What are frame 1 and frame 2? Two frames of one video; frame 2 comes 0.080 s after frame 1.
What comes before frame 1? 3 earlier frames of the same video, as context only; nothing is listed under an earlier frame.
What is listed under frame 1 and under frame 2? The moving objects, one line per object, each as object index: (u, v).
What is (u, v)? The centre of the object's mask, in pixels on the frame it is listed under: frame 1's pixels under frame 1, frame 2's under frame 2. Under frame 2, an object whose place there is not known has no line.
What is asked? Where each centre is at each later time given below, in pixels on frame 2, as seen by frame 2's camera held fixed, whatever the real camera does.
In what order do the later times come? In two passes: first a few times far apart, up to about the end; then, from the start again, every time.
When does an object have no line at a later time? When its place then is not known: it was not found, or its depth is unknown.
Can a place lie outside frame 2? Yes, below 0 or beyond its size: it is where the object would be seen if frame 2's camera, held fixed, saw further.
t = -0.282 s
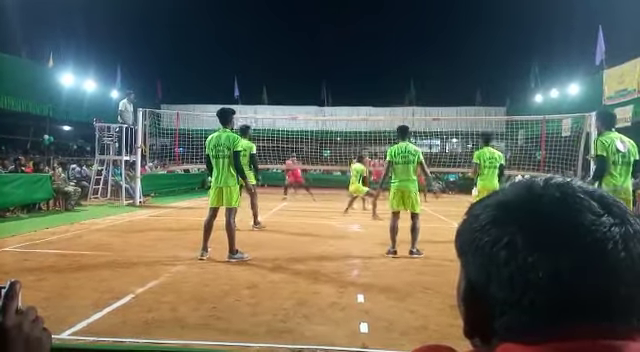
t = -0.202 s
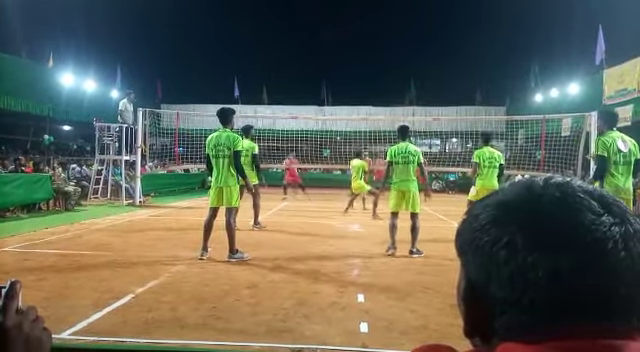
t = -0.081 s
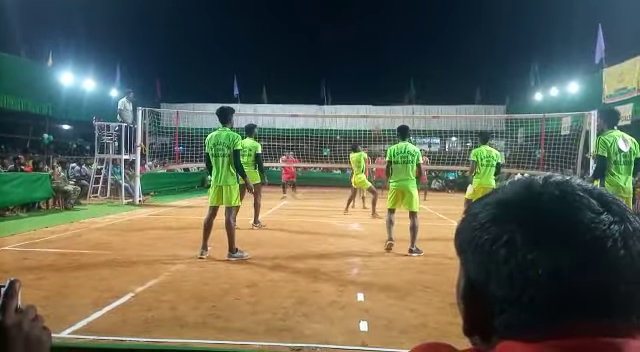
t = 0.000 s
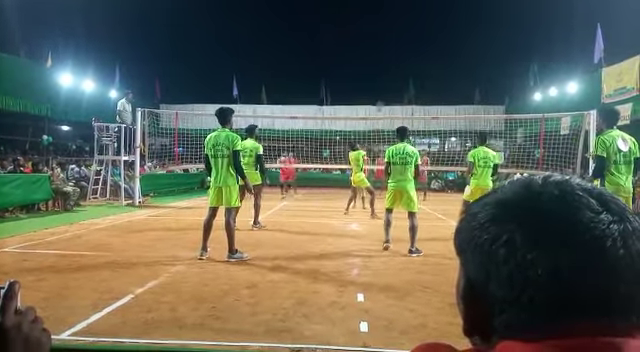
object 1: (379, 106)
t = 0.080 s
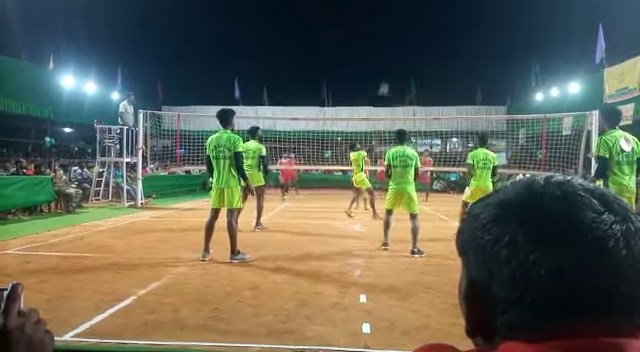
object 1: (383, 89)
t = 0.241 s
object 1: (389, 59)
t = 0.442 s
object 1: (397, 30)
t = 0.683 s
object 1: (408, 22)
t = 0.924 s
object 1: (420, 47)
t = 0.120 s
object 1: (385, 80)
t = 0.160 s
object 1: (386, 72)
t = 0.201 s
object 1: (388, 64)
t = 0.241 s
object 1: (389, 59)
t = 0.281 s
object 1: (391, 51)
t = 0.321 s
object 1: (392, 44)
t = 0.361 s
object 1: (394, 39)
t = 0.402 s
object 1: (396, 35)
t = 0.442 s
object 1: (397, 30)
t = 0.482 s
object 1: (399, 27)
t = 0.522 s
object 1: (401, 24)
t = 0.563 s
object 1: (402, 22)
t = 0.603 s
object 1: (404, 21)
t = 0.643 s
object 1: (406, 21)
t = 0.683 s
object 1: (408, 22)
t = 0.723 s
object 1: (410, 24)
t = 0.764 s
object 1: (412, 26)
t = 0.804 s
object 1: (414, 30)
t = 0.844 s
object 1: (416, 34)
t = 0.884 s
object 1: (418, 40)
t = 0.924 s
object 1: (420, 47)
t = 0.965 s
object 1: (422, 55)
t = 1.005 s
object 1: (424, 64)
